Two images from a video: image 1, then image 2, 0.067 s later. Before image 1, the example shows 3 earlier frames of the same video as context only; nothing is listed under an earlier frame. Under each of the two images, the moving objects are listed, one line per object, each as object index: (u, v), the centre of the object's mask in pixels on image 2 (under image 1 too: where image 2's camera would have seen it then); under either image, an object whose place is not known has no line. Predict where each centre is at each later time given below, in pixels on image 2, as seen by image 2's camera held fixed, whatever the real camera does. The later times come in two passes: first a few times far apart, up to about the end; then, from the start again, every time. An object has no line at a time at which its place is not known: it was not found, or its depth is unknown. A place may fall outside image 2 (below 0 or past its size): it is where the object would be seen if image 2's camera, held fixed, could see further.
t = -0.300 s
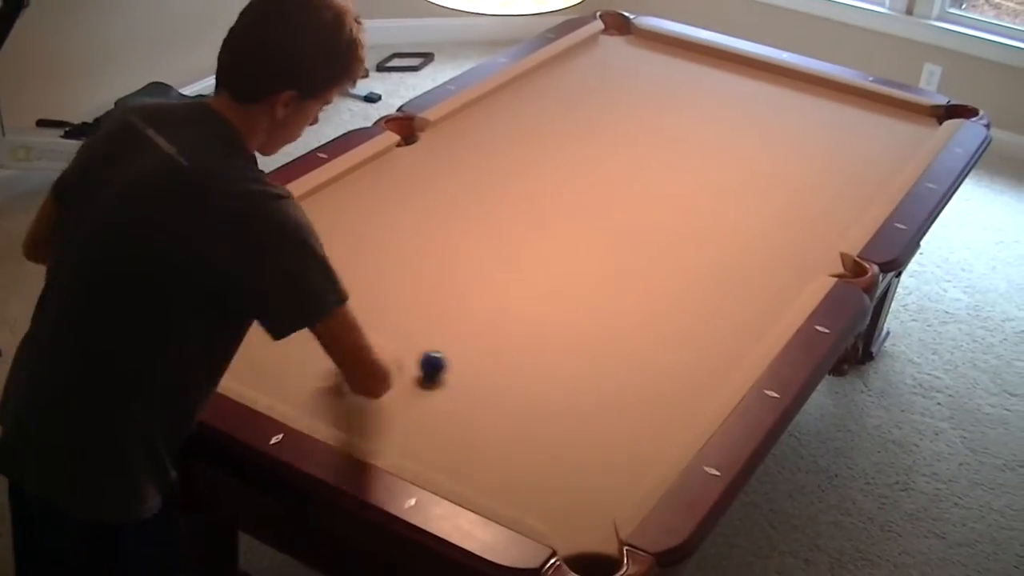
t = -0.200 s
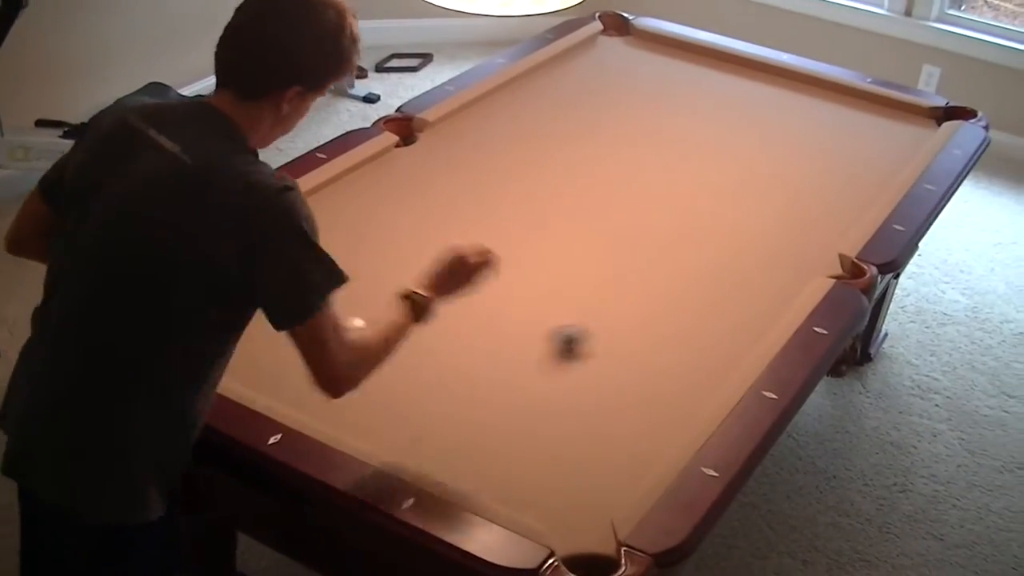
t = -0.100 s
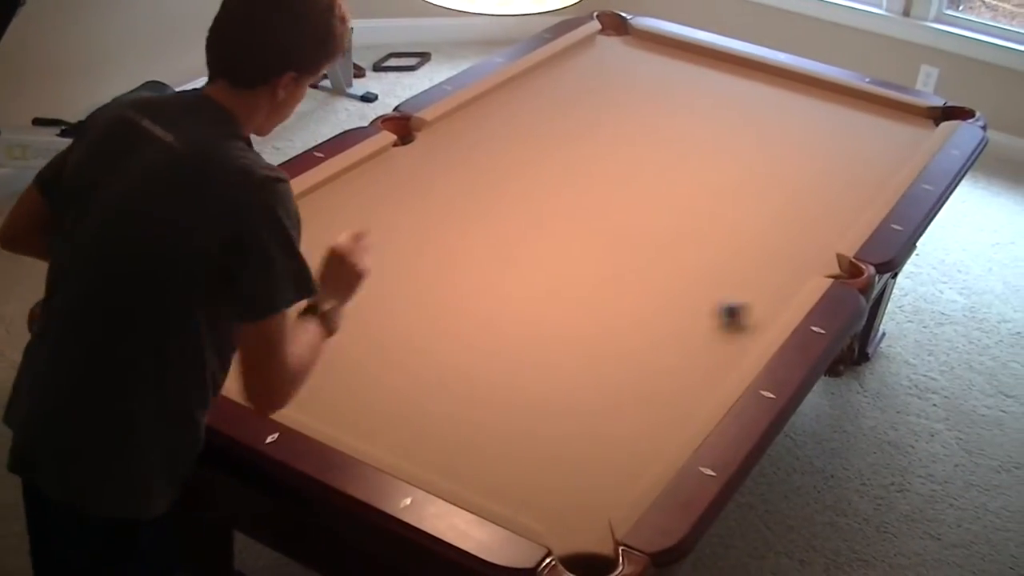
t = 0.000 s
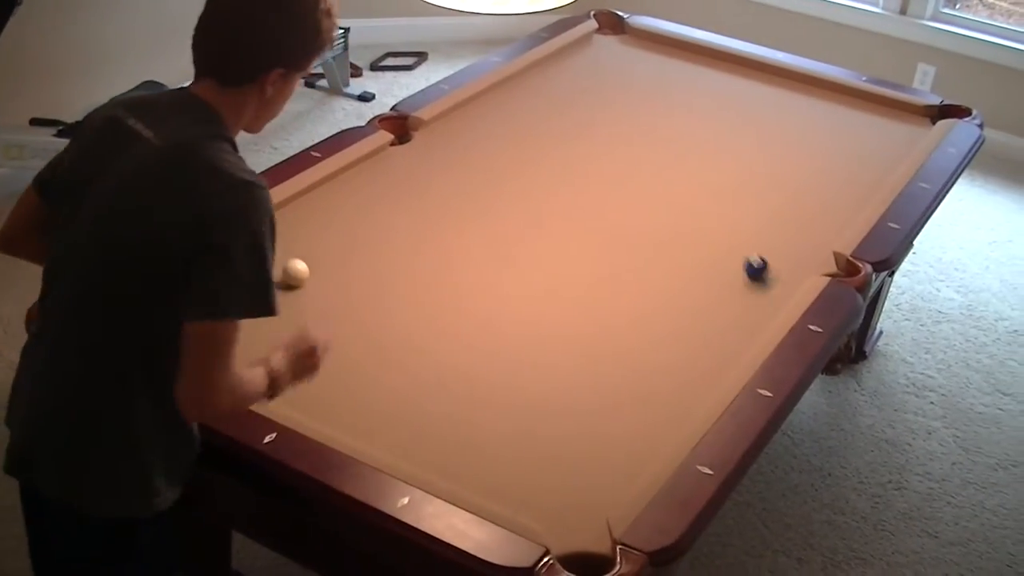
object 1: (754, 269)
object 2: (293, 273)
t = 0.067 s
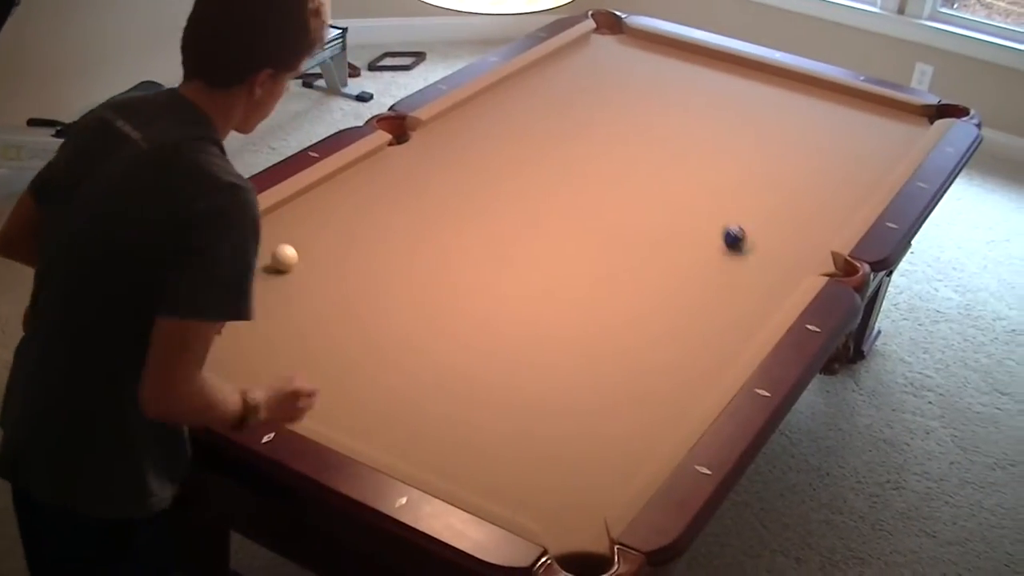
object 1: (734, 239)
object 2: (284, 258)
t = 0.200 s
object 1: (702, 189)
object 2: (274, 232)
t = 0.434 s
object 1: (660, 123)
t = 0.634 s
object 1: (631, 79)
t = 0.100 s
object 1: (725, 224)
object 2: (281, 251)
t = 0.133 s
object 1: (716, 213)
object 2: (279, 244)
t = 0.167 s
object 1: (709, 200)
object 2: (276, 238)
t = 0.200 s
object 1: (702, 189)
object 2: (274, 232)
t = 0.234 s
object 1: (696, 178)
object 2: (271, 226)
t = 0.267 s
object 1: (689, 168)
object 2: (269, 220)
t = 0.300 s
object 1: (683, 158)
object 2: (273, 218)
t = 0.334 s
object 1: (677, 149)
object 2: (281, 218)
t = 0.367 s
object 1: (671, 141)
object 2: (288, 217)
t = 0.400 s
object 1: (665, 131)
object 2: (294, 217)
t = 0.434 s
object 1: (660, 123)
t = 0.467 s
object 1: (654, 115)
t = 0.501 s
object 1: (649, 107)
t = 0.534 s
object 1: (644, 99)
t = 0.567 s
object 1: (639, 92)
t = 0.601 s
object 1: (635, 84)
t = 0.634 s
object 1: (631, 79)
